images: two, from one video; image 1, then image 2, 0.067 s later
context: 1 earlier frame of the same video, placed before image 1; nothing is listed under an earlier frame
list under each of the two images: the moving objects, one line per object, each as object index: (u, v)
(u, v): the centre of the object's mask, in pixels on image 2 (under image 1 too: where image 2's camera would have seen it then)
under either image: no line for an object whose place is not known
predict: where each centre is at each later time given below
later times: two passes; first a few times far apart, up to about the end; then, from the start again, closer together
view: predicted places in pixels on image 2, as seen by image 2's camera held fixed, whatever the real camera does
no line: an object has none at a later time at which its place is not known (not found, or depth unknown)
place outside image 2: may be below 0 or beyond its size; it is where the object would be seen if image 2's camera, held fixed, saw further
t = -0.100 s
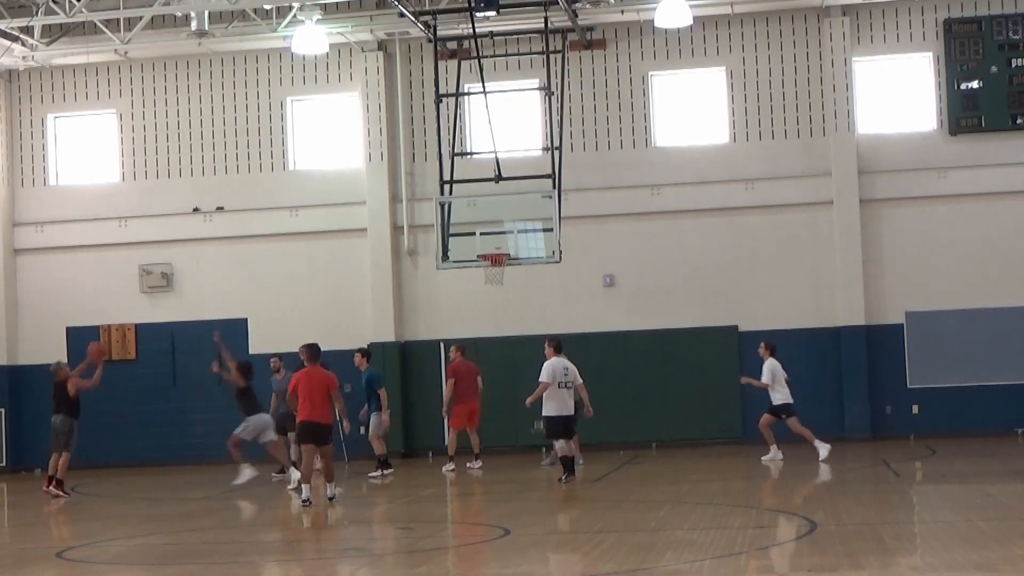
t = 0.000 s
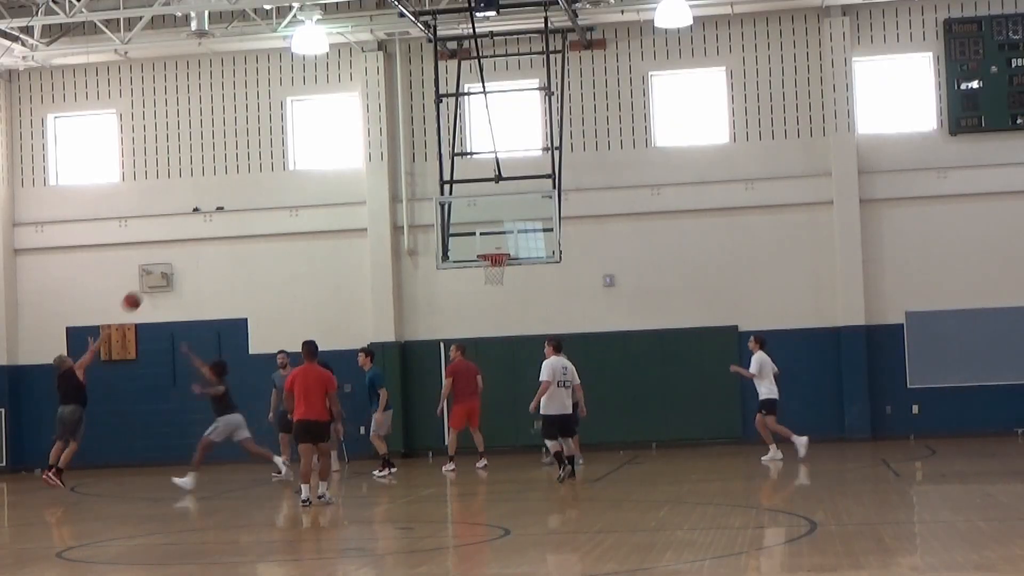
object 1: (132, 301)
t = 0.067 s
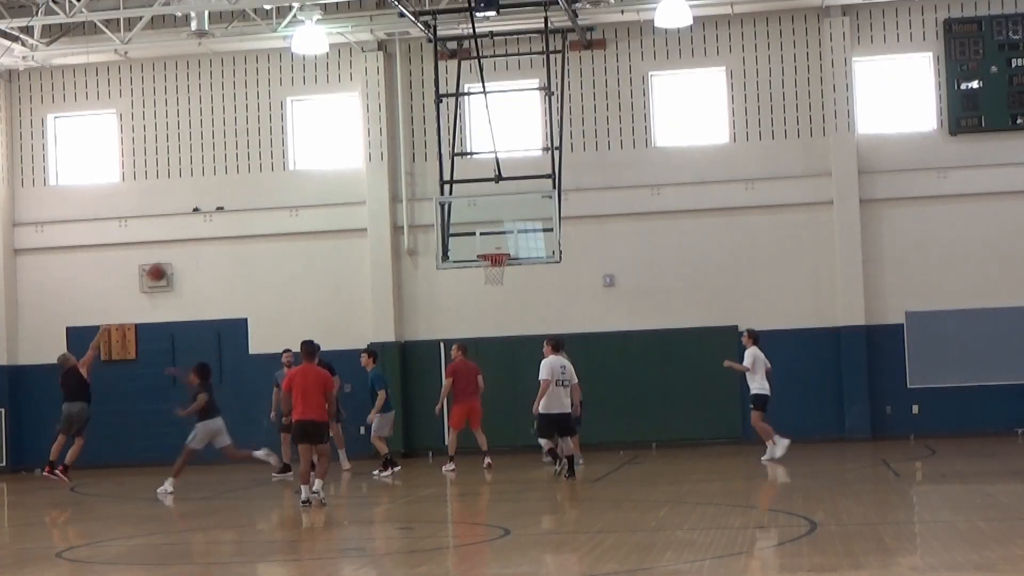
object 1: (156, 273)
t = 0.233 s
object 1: (216, 217)
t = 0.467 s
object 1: (297, 177)
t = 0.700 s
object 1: (373, 177)
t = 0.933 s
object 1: (447, 213)
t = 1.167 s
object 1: (508, 269)
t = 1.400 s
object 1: (515, 283)
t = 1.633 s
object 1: (524, 333)
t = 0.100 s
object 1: (169, 259)
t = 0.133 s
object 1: (180, 247)
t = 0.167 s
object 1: (193, 236)
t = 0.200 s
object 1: (204, 226)
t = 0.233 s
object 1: (216, 217)
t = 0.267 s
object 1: (228, 209)
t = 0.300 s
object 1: (240, 201)
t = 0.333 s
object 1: (252, 194)
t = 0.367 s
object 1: (263, 188)
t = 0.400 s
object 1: (274, 184)
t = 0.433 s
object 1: (286, 180)
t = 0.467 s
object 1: (297, 177)
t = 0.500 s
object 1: (308, 175)
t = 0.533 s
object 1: (319, 174)
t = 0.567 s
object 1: (330, 173)
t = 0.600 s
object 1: (341, 173)
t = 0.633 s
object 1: (352, 174)
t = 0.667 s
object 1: (363, 174)
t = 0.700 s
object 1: (373, 177)
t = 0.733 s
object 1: (384, 180)
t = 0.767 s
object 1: (395, 184)
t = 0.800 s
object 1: (406, 188)
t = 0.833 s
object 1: (416, 193)
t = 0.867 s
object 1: (426, 199)
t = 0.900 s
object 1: (436, 206)
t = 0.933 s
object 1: (447, 213)
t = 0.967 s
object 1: (457, 221)
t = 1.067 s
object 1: (486, 249)
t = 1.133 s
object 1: (505, 267)
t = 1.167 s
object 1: (508, 269)
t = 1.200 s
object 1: (509, 270)
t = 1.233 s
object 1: (510, 269)
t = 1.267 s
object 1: (511, 270)
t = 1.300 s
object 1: (512, 272)
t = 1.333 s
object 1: (513, 275)
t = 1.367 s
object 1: (514, 279)
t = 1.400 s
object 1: (515, 283)
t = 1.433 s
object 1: (516, 288)
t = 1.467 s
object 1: (517, 294)
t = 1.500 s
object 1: (519, 300)
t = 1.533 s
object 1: (520, 307)
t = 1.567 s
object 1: (521, 316)
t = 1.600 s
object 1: (522, 324)
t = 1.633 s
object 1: (524, 333)
